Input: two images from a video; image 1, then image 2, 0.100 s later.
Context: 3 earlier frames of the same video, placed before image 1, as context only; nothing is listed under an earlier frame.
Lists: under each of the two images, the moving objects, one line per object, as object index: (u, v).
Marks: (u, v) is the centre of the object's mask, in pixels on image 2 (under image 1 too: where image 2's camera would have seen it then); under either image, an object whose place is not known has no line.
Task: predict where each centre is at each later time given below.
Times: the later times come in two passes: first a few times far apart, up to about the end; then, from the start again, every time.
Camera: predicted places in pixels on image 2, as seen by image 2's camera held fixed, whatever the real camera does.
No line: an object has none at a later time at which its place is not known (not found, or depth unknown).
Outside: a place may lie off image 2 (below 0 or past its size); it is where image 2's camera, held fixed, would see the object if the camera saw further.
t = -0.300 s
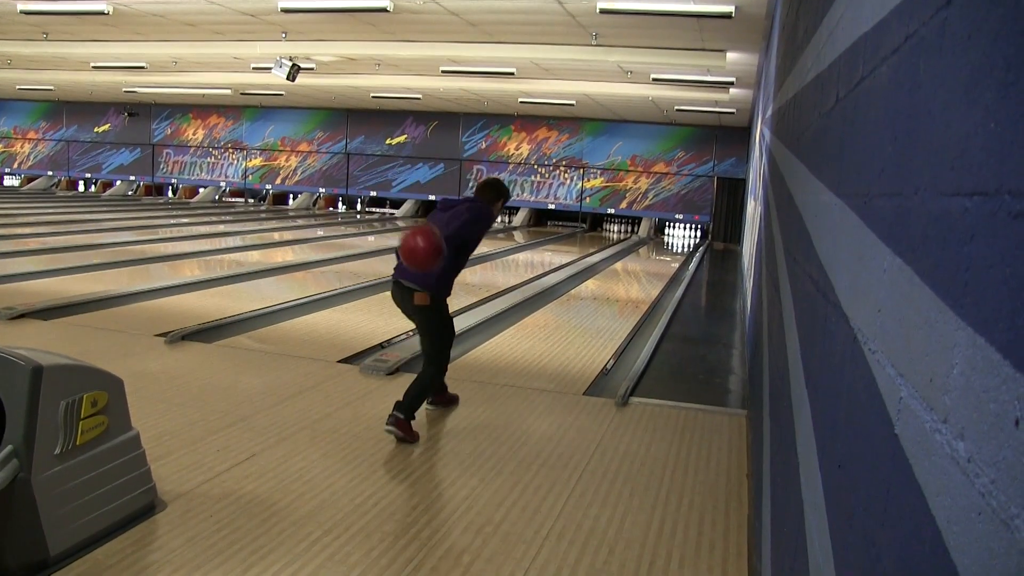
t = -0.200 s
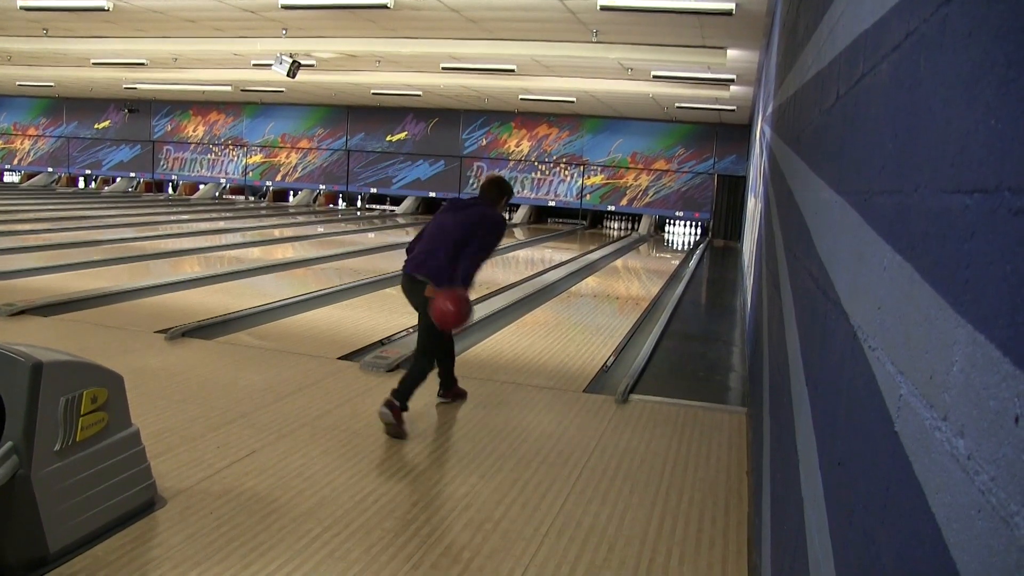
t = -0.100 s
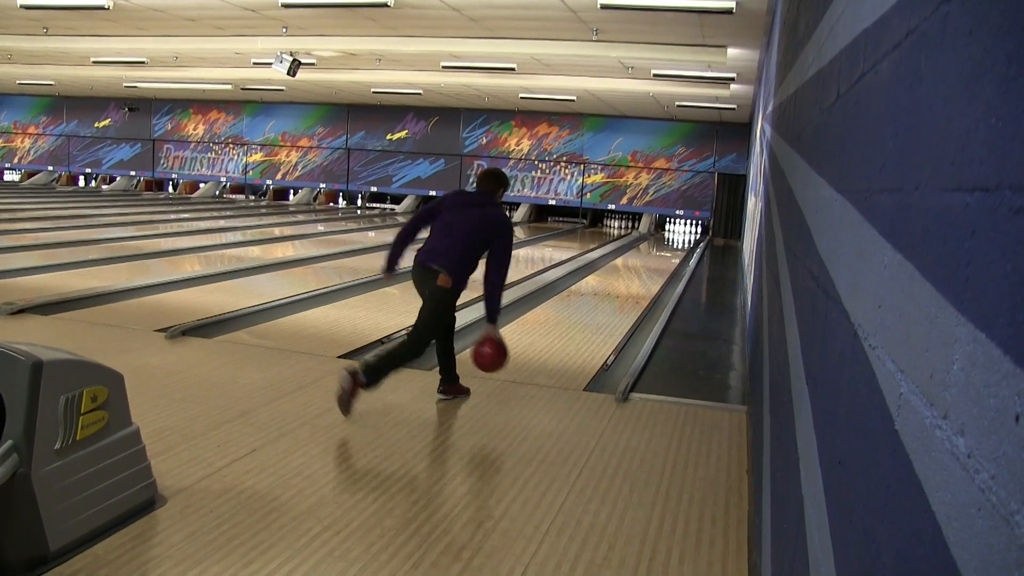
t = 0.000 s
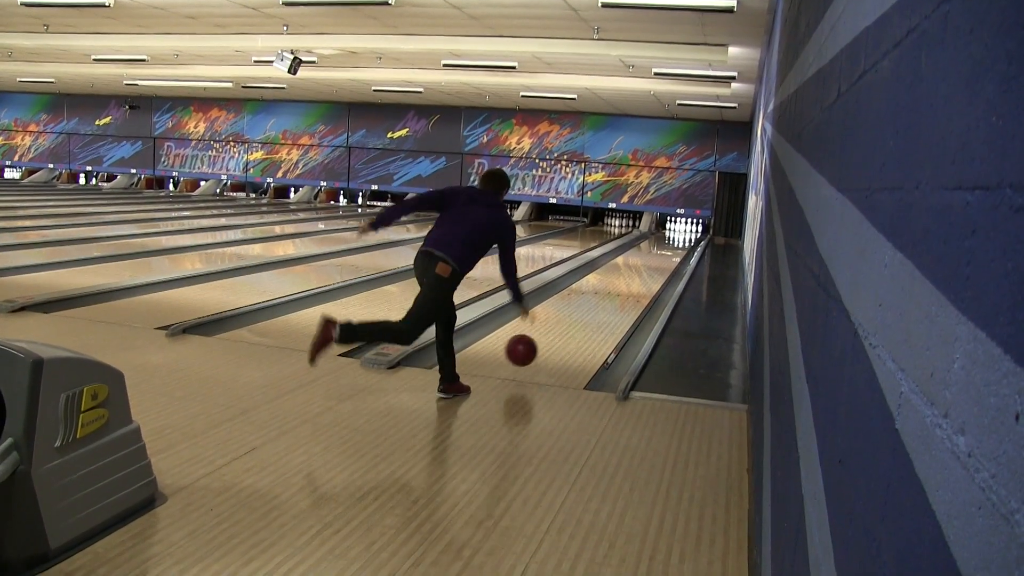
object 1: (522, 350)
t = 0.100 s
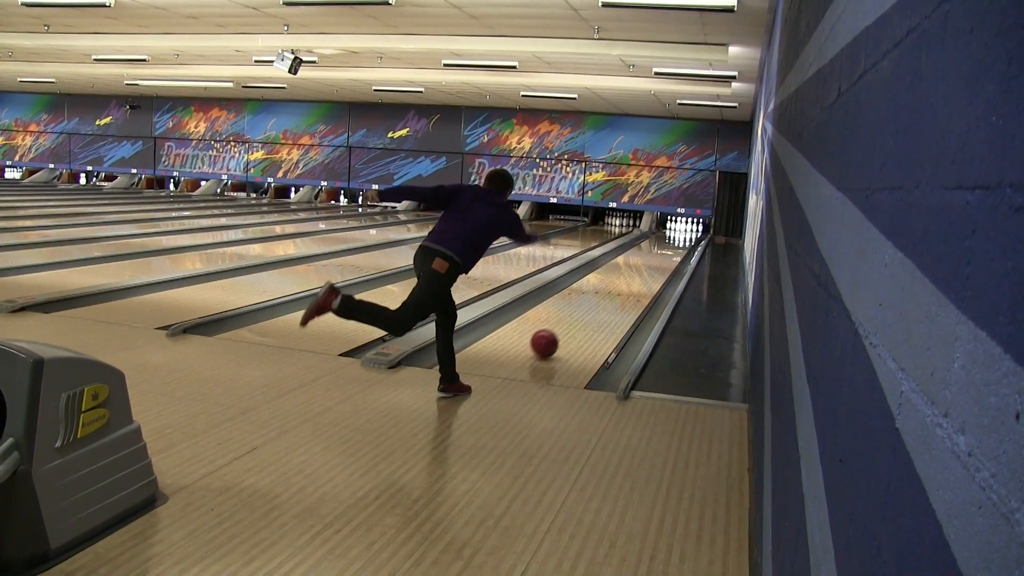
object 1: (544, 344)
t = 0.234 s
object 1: (568, 322)
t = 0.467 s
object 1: (597, 295)
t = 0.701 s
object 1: (616, 277)
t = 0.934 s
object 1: (630, 264)
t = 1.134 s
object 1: (639, 256)
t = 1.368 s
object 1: (647, 248)
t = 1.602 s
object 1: (653, 242)
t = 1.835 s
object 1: (658, 237)
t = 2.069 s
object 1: (662, 233)
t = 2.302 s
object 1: (665, 229)
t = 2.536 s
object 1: (668, 227)
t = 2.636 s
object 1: (664, 226)
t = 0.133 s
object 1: (551, 338)
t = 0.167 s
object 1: (557, 333)
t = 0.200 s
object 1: (563, 327)
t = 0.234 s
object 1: (568, 322)
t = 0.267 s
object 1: (573, 318)
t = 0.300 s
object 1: (578, 314)
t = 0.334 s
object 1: (582, 309)
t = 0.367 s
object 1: (586, 306)
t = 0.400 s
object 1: (590, 302)
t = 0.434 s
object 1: (593, 299)
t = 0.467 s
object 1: (597, 295)
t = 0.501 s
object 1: (600, 292)
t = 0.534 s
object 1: (603, 290)
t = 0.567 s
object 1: (606, 287)
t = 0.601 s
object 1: (609, 284)
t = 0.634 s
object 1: (611, 282)
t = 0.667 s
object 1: (614, 280)
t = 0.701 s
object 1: (616, 277)
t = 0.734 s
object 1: (618, 276)
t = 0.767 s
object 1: (620, 274)
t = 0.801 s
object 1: (623, 271)
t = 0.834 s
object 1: (624, 270)
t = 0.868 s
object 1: (626, 268)
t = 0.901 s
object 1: (628, 266)
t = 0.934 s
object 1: (630, 264)
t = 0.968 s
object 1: (631, 263)
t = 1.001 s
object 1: (633, 261)
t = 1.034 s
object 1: (634, 260)
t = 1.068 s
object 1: (636, 258)
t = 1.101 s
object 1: (637, 257)
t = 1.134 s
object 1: (639, 256)
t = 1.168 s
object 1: (640, 255)
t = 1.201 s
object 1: (641, 254)
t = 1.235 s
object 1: (643, 252)
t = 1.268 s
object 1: (644, 251)
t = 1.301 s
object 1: (645, 250)
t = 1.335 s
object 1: (646, 249)
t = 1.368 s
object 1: (647, 248)
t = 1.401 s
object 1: (648, 247)
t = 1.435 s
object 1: (649, 246)
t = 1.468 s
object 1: (650, 245)
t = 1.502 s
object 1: (651, 244)
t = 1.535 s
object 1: (652, 243)
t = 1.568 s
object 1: (652, 242)
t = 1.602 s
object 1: (653, 242)
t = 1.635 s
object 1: (654, 241)
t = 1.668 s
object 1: (655, 240)
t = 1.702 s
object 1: (656, 239)
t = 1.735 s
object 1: (657, 239)
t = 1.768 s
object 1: (657, 238)
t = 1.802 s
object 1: (658, 238)
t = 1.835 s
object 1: (658, 237)
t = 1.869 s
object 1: (659, 236)
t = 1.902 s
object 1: (660, 235)
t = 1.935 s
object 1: (660, 235)
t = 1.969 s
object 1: (660, 235)
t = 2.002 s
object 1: (661, 234)
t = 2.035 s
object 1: (661, 234)
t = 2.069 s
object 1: (662, 233)
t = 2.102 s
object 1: (662, 232)
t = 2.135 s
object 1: (663, 232)
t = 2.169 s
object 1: (663, 232)
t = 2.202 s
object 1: (663, 231)
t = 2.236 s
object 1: (664, 230)
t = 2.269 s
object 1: (664, 230)
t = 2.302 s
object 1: (665, 229)
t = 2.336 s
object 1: (665, 229)
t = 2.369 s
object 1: (665, 229)
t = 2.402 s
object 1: (666, 229)
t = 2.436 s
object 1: (667, 227)
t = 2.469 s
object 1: (667, 227)
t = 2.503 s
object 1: (667, 227)
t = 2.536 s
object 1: (668, 227)
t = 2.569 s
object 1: (667, 227)
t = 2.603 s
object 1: (666, 226)
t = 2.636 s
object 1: (664, 226)
